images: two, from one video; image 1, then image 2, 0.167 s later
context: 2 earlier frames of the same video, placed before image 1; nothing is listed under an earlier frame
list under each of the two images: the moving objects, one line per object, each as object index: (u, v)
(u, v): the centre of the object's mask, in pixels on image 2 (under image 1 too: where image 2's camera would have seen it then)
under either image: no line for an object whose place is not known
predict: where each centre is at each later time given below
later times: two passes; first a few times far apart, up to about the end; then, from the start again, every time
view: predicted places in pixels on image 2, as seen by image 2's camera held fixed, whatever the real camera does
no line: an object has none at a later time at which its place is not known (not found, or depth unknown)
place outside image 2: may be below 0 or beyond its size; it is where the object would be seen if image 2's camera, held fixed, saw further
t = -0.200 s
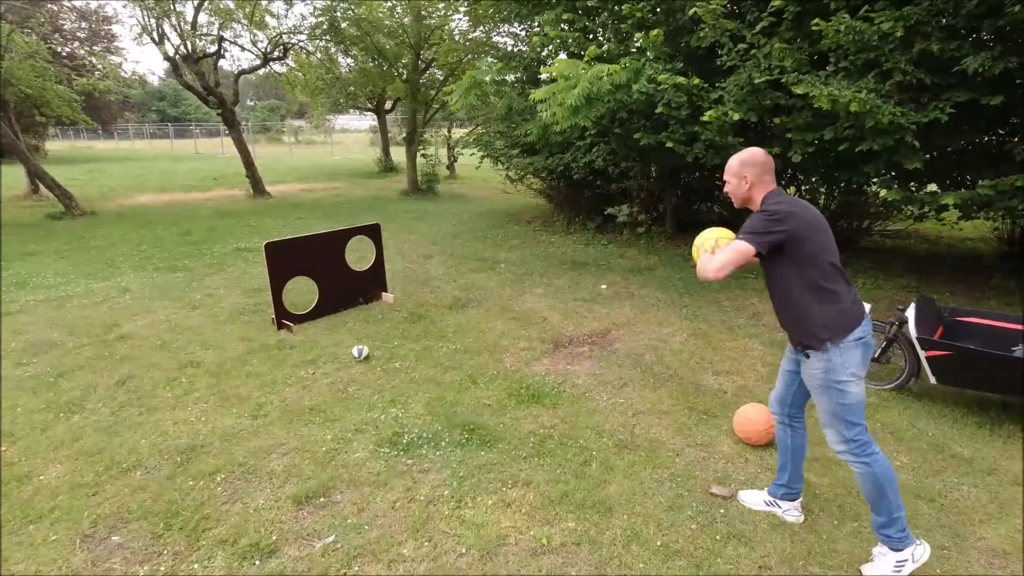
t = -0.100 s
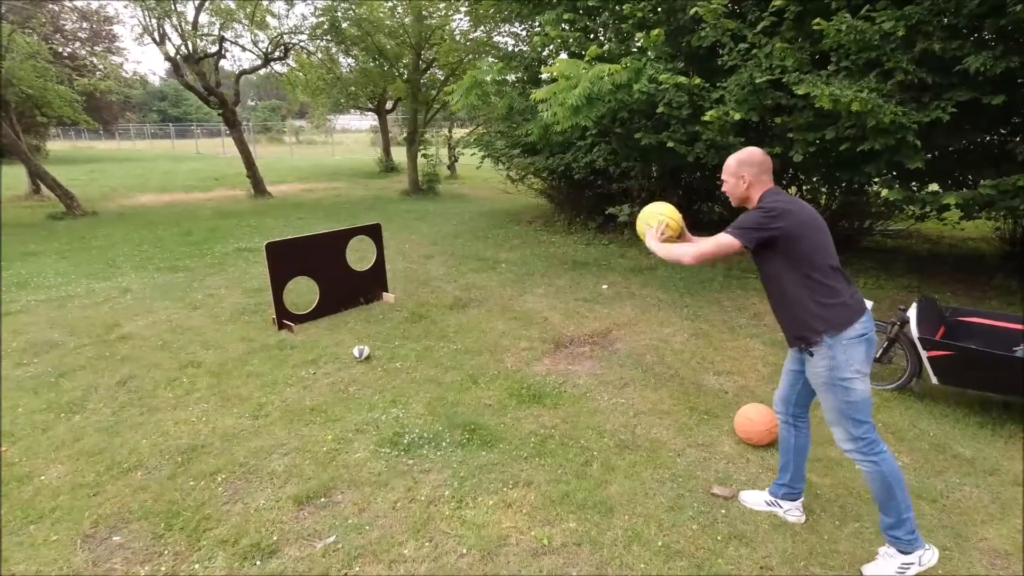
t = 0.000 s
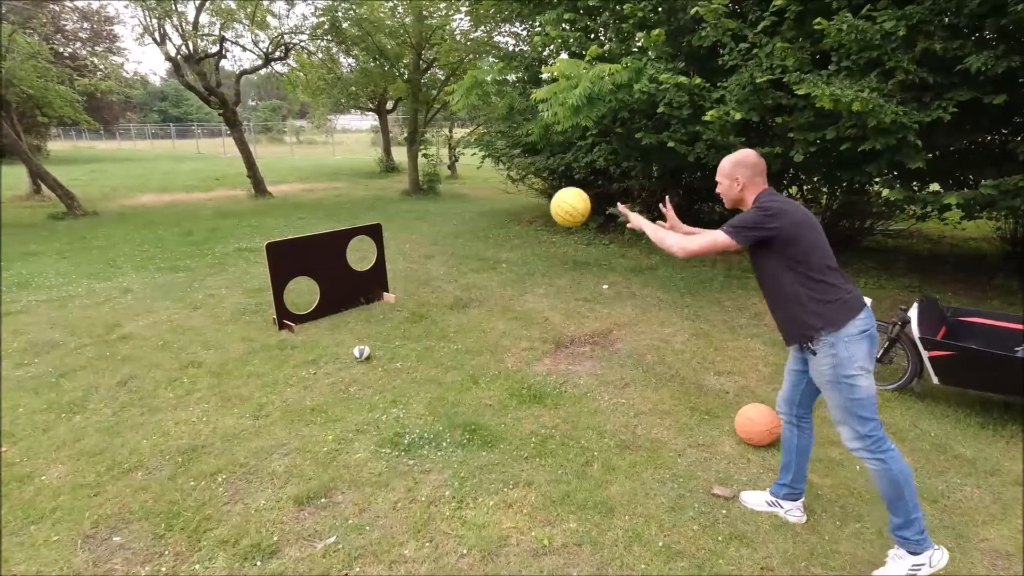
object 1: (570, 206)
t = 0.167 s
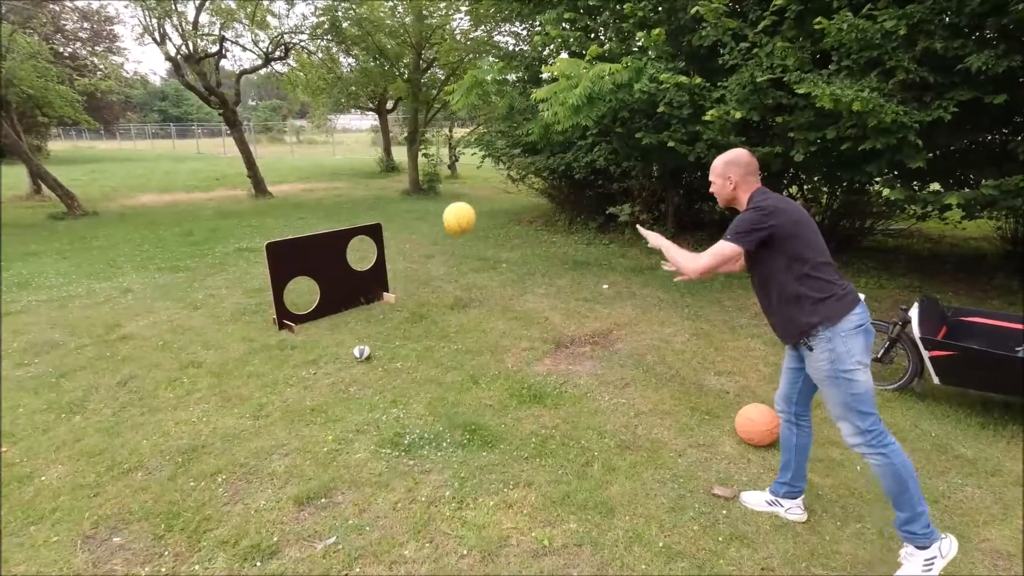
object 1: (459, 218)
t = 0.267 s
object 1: (410, 241)
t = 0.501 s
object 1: (332, 313)
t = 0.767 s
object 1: (324, 254)
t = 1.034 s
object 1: (333, 271)
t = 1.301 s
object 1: (342, 353)
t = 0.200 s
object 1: (441, 224)
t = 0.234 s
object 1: (425, 232)
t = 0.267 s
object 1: (410, 241)
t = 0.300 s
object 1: (396, 250)
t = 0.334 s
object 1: (383, 260)
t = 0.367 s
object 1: (371, 271)
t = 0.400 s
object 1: (360, 282)
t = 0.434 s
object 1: (350, 294)
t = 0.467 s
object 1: (340, 305)
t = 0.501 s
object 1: (332, 313)
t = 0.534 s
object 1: (325, 299)
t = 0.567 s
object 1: (324, 289)
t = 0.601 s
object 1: (323, 281)
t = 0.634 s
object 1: (323, 274)
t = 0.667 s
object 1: (323, 268)
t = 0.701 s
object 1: (324, 262)
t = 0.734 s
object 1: (324, 257)
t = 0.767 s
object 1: (324, 254)
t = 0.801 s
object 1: (324, 251)
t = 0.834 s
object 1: (325, 250)
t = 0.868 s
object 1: (326, 251)
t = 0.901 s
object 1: (327, 252)
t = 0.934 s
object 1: (329, 255)
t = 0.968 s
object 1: (330, 258)
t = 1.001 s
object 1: (331, 264)
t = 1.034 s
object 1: (333, 271)
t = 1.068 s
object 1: (335, 279)
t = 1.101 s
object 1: (337, 289)
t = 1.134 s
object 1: (339, 299)
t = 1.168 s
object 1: (341, 312)
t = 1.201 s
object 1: (344, 326)
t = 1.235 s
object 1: (345, 341)
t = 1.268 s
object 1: (346, 357)
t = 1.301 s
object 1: (342, 353)
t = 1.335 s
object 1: (337, 347)
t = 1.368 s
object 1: (332, 343)
